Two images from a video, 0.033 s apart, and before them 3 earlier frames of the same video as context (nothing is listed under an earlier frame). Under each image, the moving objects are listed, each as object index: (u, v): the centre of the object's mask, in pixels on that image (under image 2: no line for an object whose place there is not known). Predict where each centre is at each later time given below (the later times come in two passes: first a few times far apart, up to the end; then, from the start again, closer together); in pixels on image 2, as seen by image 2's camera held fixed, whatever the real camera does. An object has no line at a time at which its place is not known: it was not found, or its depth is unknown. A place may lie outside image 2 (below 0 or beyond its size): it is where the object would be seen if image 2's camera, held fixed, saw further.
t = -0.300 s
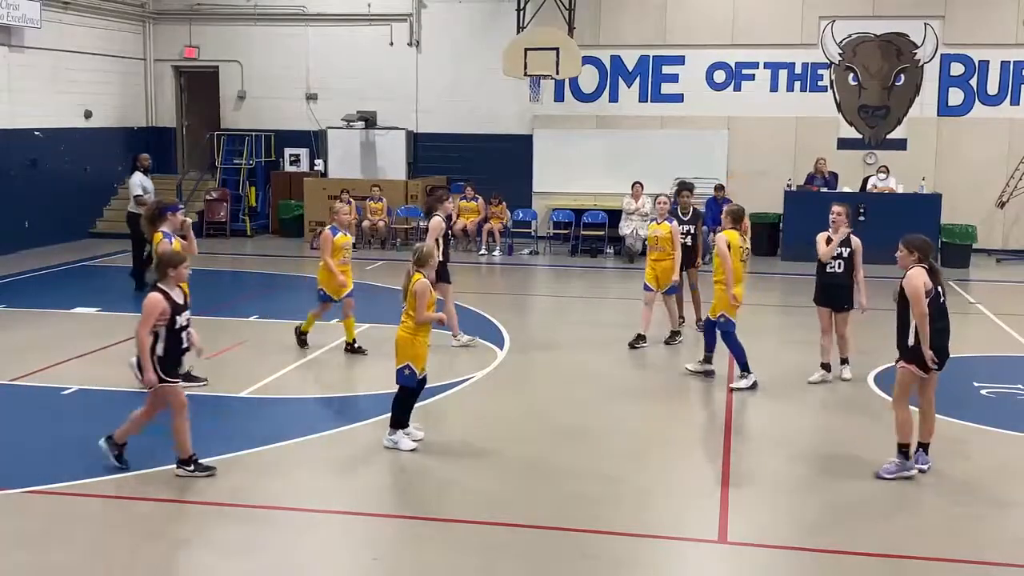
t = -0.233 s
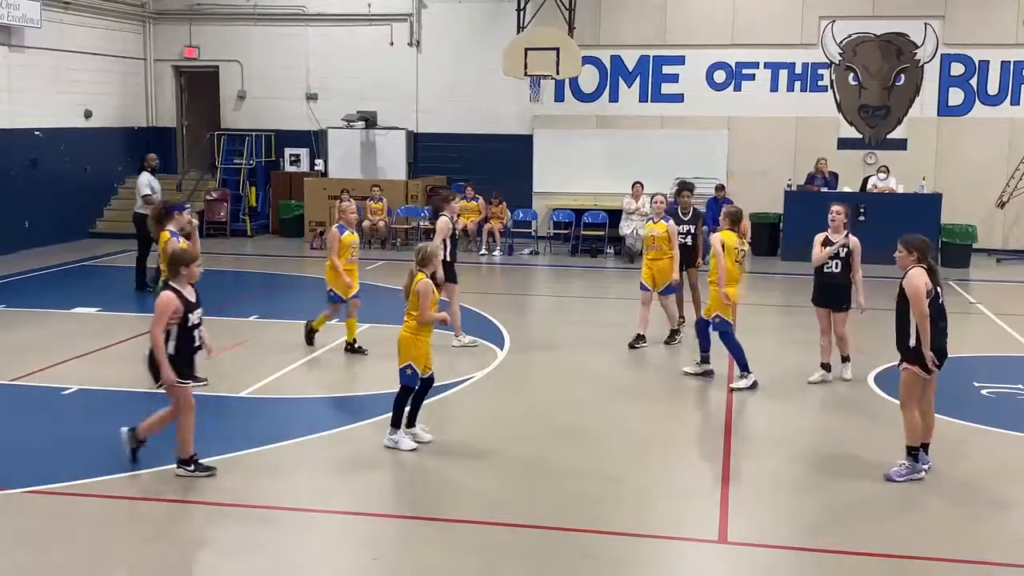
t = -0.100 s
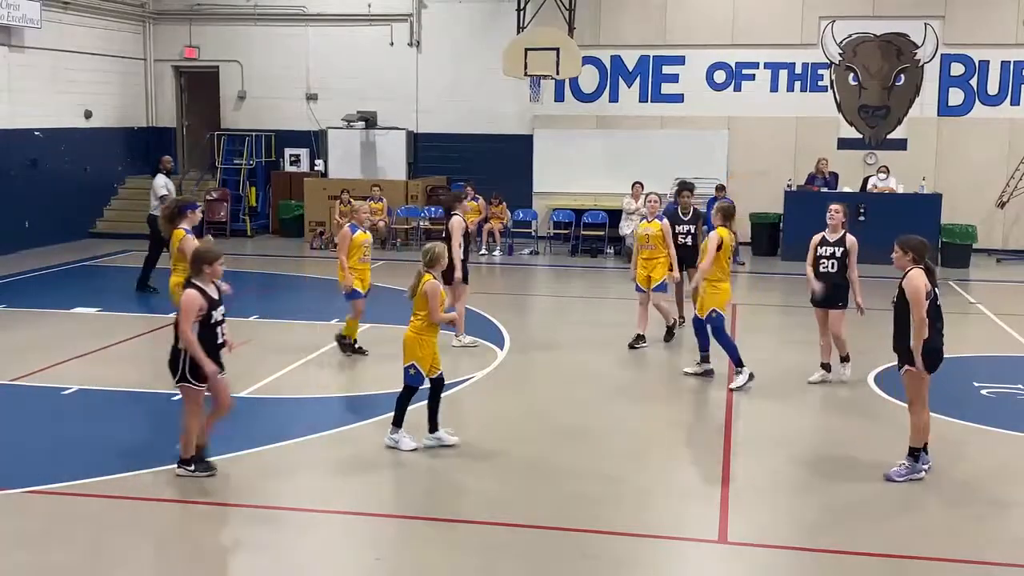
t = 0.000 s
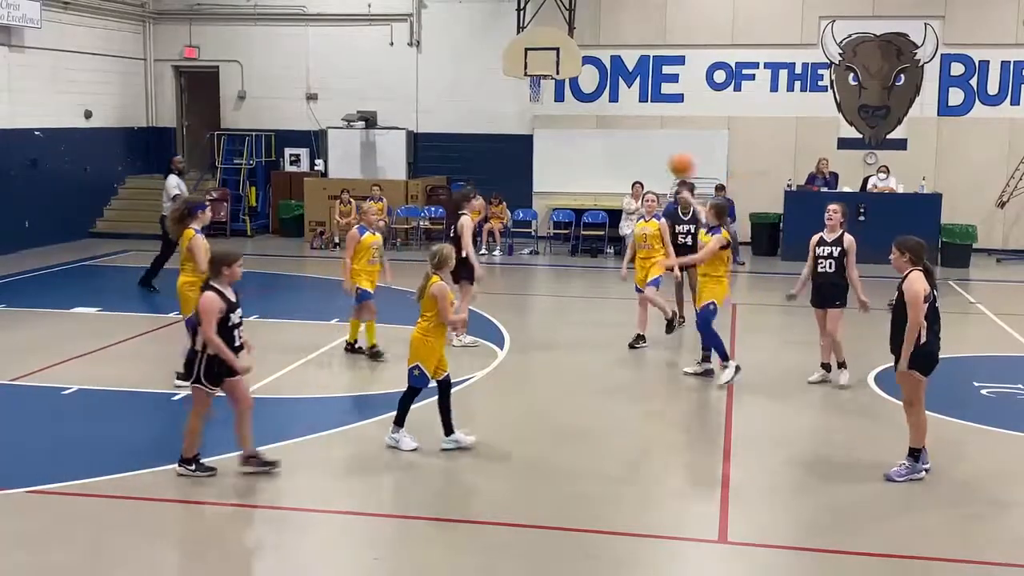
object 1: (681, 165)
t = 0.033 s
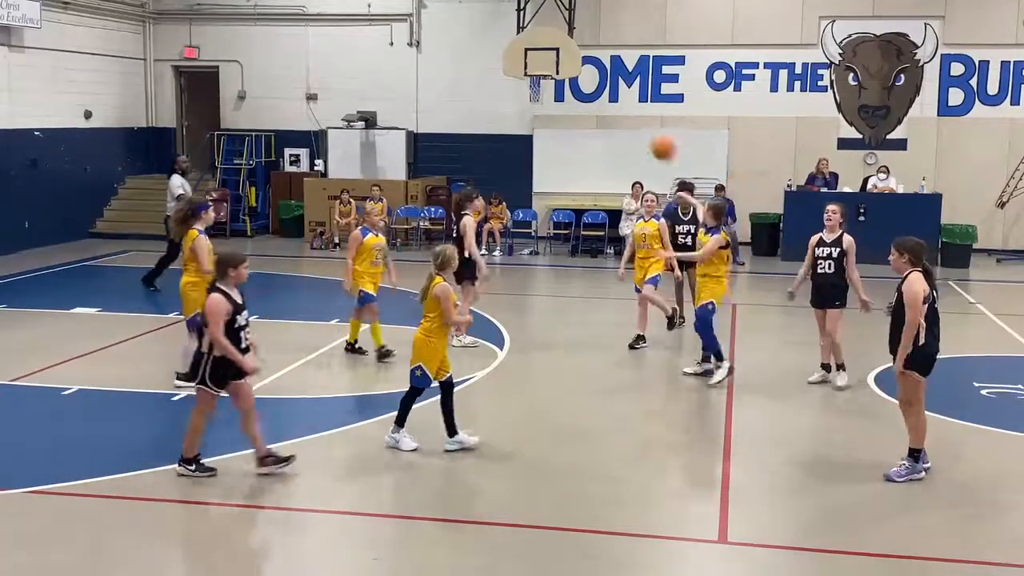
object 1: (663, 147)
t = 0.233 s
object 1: (562, 74)
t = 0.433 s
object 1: (474, 47)
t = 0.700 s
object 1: (375, 67)
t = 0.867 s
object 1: (323, 106)
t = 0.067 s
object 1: (645, 133)
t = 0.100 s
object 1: (627, 118)
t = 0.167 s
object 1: (594, 94)
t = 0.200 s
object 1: (578, 85)
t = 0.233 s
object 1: (562, 74)
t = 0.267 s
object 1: (546, 67)
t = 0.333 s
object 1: (515, 56)
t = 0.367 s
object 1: (501, 52)
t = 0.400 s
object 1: (487, 49)
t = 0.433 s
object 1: (474, 47)
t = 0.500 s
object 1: (448, 47)
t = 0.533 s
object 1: (434, 48)
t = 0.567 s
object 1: (422, 50)
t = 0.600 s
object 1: (410, 53)
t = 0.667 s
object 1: (386, 62)
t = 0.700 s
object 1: (375, 67)
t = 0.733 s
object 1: (364, 73)
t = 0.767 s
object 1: (353, 81)
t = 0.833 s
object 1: (332, 98)
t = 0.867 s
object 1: (323, 106)
